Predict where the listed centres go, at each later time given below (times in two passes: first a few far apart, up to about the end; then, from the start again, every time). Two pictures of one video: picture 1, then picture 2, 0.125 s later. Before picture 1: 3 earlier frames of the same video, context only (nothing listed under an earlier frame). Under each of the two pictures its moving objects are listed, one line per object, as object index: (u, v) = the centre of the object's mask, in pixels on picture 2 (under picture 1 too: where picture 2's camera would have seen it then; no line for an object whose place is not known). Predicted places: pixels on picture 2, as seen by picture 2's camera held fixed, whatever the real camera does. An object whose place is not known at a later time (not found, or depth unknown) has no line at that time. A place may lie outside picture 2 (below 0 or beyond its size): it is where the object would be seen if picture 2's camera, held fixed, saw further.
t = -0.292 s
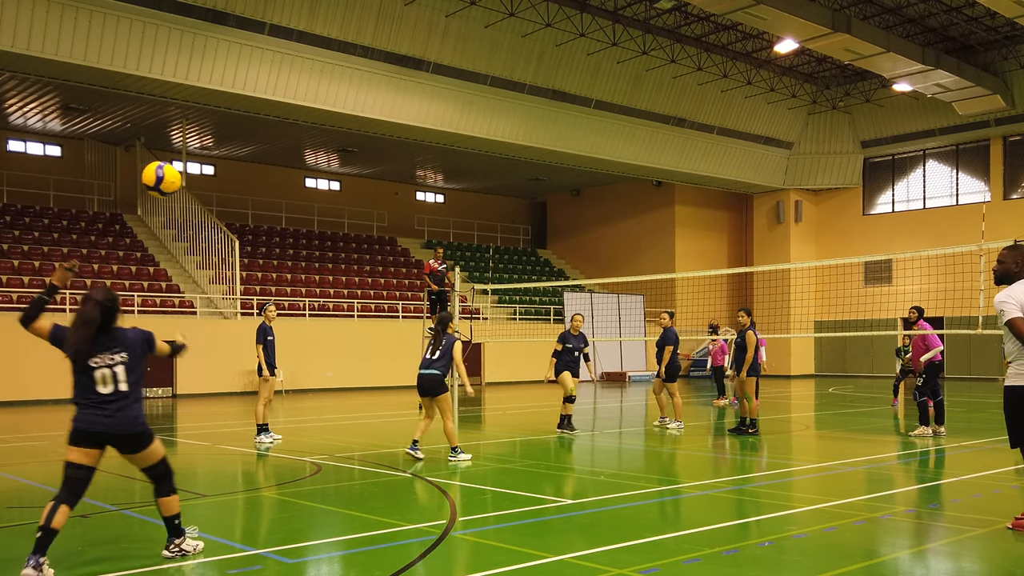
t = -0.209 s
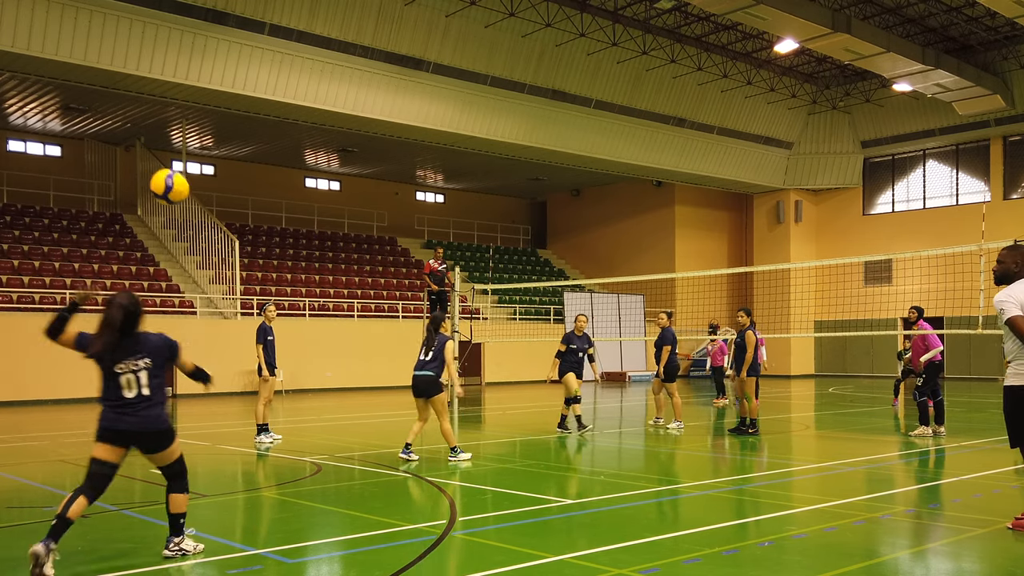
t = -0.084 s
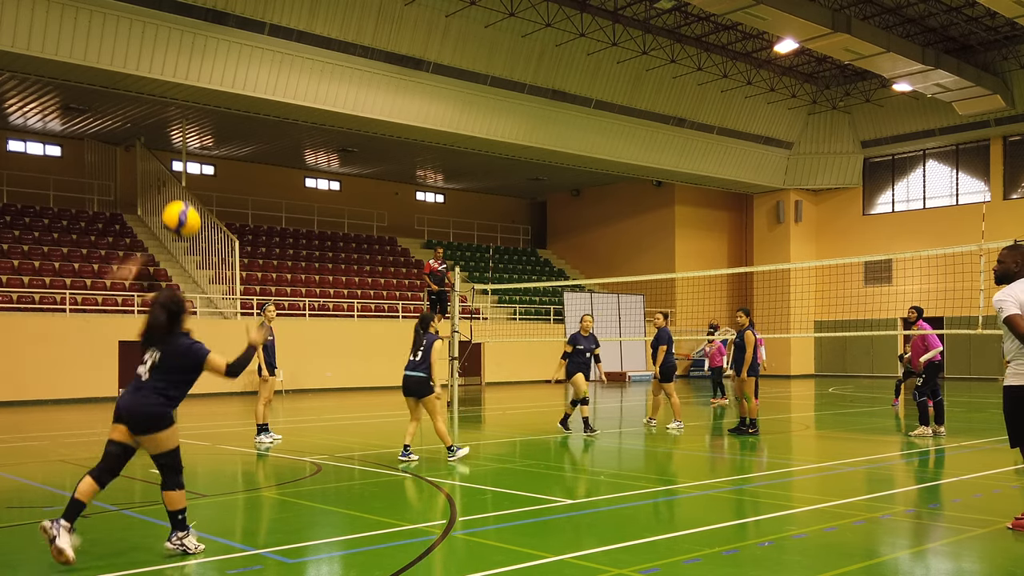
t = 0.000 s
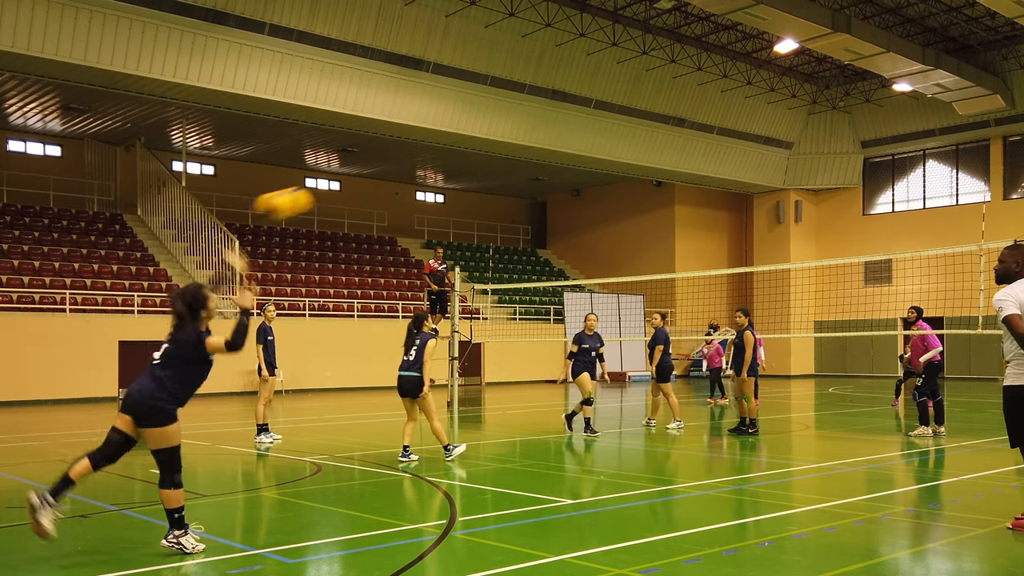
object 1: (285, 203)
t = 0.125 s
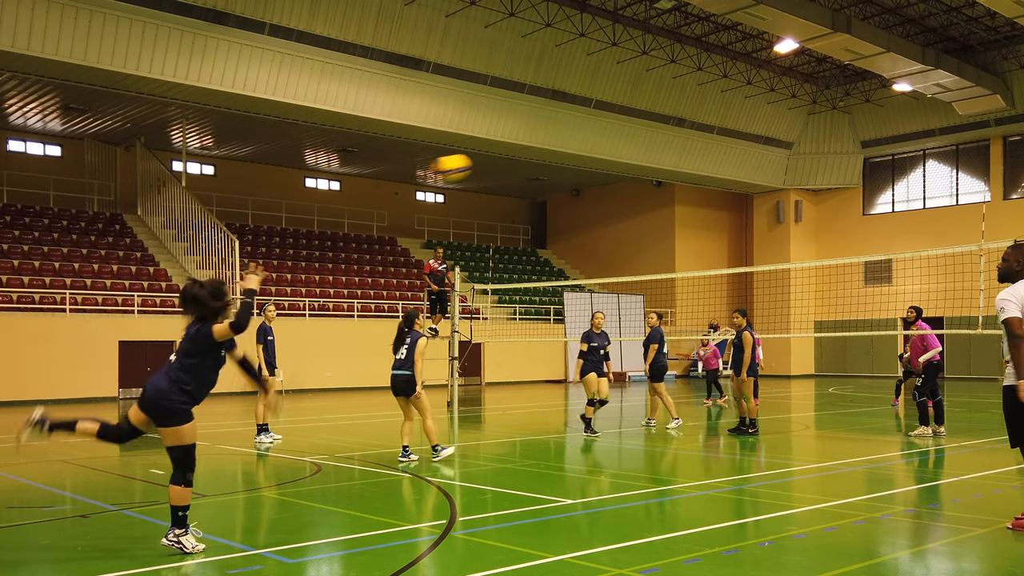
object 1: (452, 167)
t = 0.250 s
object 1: (558, 155)
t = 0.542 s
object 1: (708, 179)
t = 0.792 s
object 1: (776, 227)
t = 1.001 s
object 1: (812, 277)
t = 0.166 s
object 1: (492, 161)
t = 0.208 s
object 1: (527, 157)
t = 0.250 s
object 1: (558, 155)
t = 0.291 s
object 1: (587, 155)
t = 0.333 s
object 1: (613, 157)
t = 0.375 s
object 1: (638, 159)
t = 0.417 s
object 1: (658, 162)
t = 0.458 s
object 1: (677, 166)
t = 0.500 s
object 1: (693, 172)
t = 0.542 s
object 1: (708, 179)
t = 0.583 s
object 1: (722, 186)
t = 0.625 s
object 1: (734, 194)
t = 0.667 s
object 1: (745, 202)
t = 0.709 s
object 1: (756, 210)
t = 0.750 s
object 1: (767, 219)
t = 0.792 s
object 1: (776, 227)
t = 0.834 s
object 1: (785, 237)
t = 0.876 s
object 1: (792, 246)
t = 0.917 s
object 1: (800, 256)
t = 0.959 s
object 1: (808, 267)
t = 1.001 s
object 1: (812, 277)
